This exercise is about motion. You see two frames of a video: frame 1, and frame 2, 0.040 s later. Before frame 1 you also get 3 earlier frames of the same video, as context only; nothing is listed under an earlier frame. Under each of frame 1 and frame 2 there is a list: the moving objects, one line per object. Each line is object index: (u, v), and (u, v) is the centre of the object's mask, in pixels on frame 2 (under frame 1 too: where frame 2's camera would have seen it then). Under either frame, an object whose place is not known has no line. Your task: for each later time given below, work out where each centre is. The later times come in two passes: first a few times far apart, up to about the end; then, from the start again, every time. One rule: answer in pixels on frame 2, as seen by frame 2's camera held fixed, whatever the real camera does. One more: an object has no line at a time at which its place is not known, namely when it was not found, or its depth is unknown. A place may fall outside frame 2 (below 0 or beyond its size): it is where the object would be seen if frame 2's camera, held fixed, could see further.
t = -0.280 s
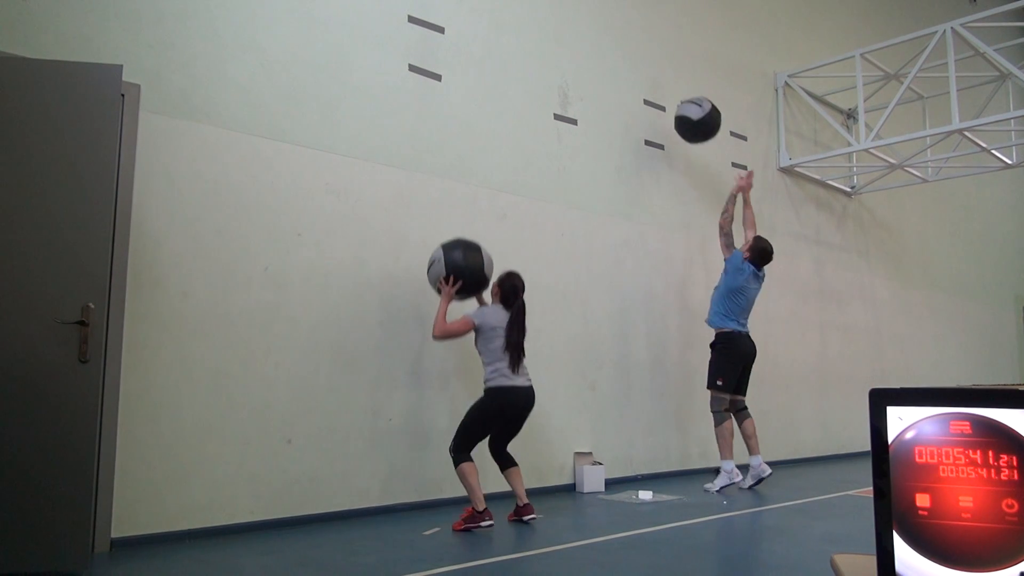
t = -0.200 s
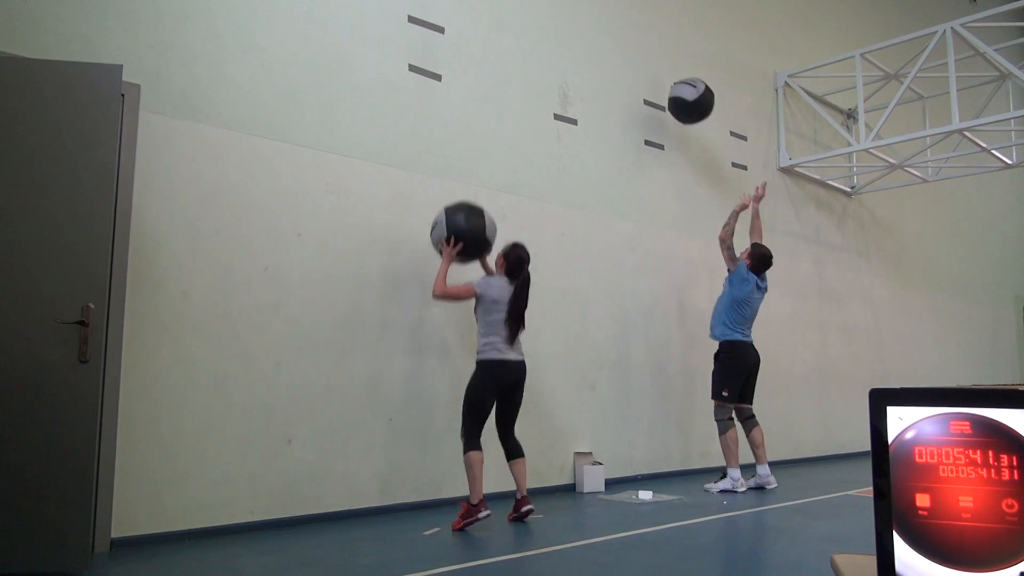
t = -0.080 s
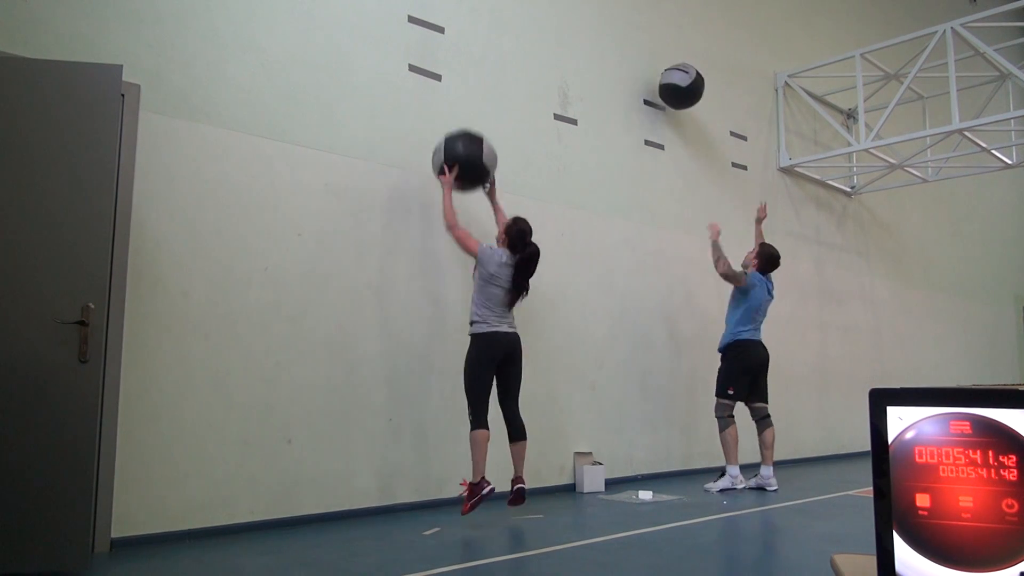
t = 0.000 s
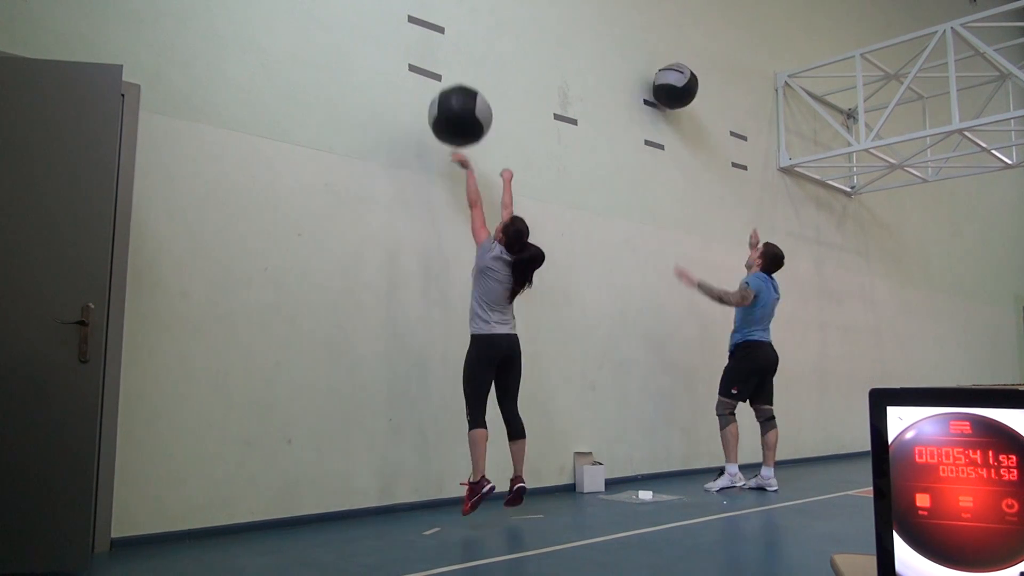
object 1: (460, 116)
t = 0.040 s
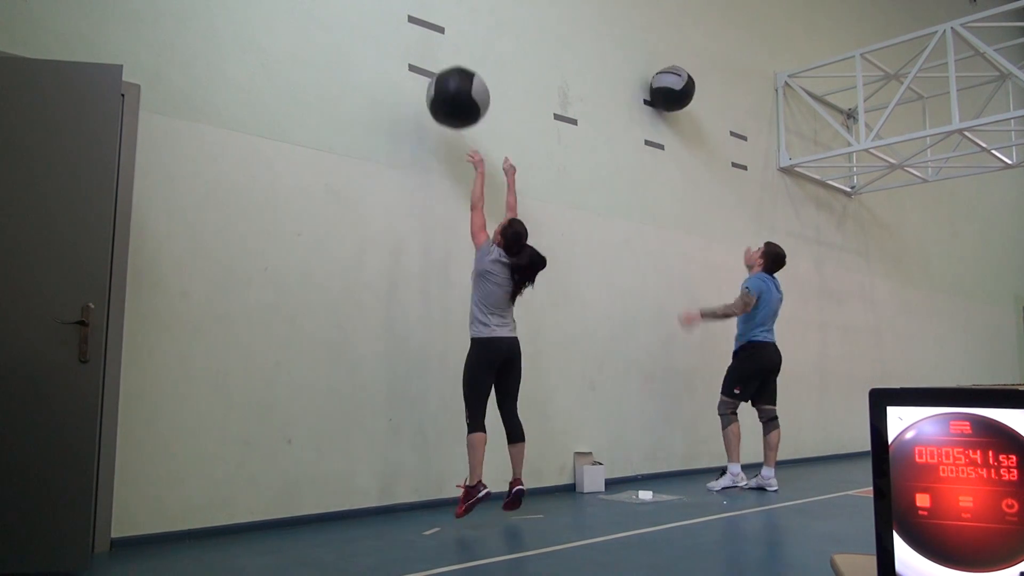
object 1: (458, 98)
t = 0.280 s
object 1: (444, 43)
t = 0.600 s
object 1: (447, 92)
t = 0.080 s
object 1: (455, 82)
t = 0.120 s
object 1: (453, 69)
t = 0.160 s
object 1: (451, 59)
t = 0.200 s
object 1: (449, 51)
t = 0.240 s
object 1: (446, 46)
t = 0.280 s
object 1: (444, 43)
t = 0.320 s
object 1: (441, 43)
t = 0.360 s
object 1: (440, 44)
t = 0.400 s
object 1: (441, 46)
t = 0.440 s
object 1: (442, 50)
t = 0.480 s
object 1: (443, 57)
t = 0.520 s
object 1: (445, 65)
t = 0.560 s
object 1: (446, 77)
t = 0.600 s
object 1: (447, 92)
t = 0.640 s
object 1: (449, 109)
